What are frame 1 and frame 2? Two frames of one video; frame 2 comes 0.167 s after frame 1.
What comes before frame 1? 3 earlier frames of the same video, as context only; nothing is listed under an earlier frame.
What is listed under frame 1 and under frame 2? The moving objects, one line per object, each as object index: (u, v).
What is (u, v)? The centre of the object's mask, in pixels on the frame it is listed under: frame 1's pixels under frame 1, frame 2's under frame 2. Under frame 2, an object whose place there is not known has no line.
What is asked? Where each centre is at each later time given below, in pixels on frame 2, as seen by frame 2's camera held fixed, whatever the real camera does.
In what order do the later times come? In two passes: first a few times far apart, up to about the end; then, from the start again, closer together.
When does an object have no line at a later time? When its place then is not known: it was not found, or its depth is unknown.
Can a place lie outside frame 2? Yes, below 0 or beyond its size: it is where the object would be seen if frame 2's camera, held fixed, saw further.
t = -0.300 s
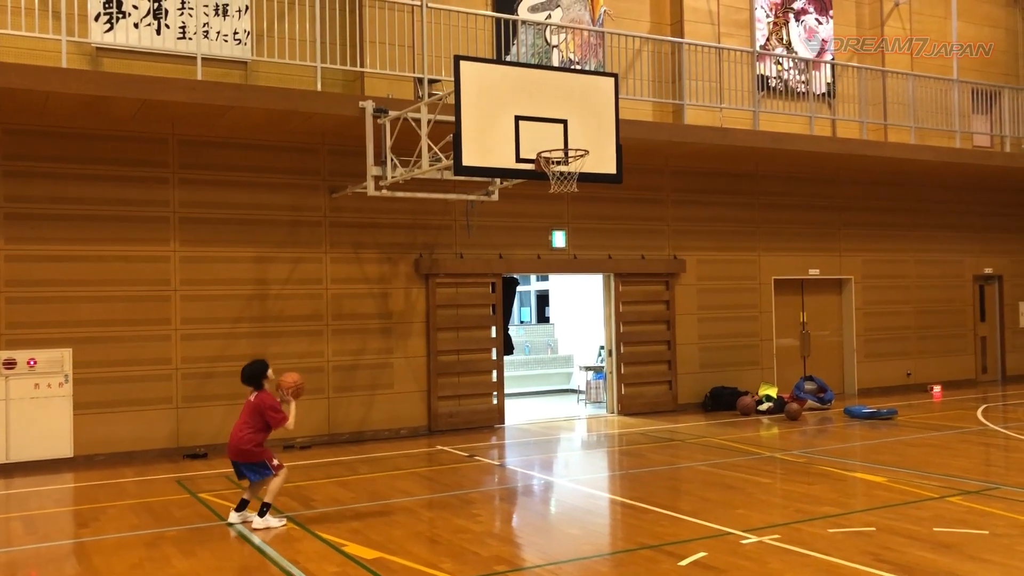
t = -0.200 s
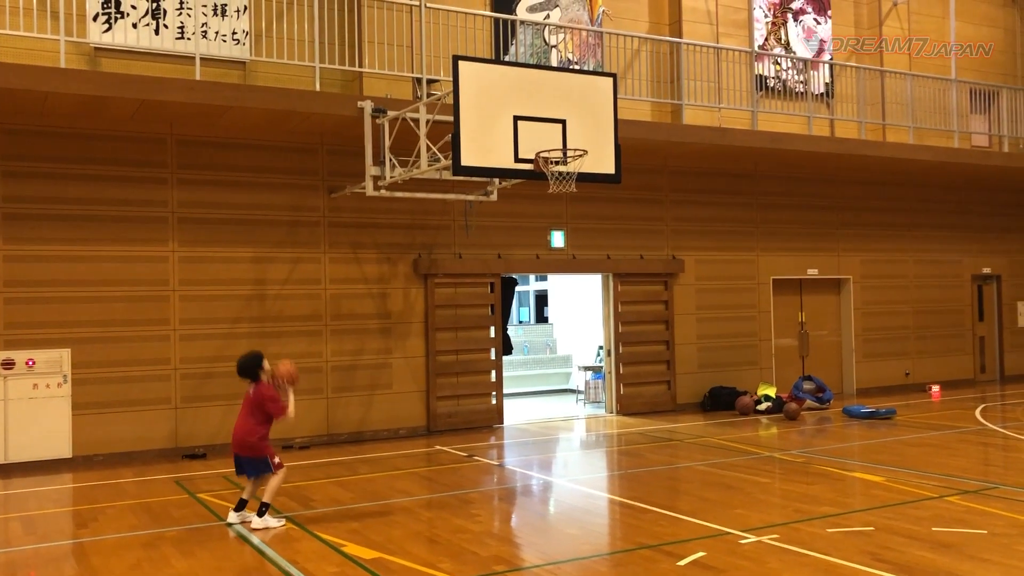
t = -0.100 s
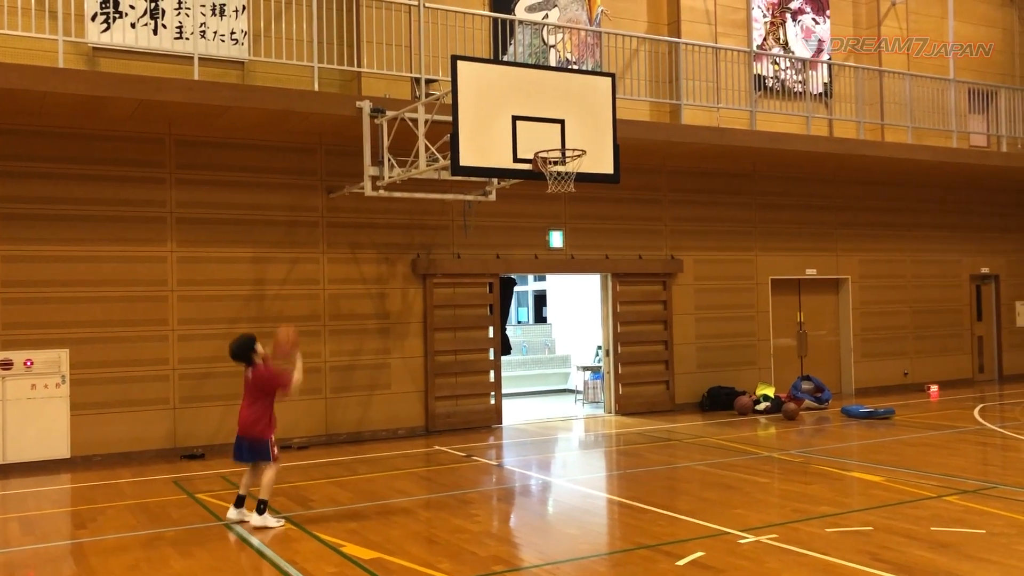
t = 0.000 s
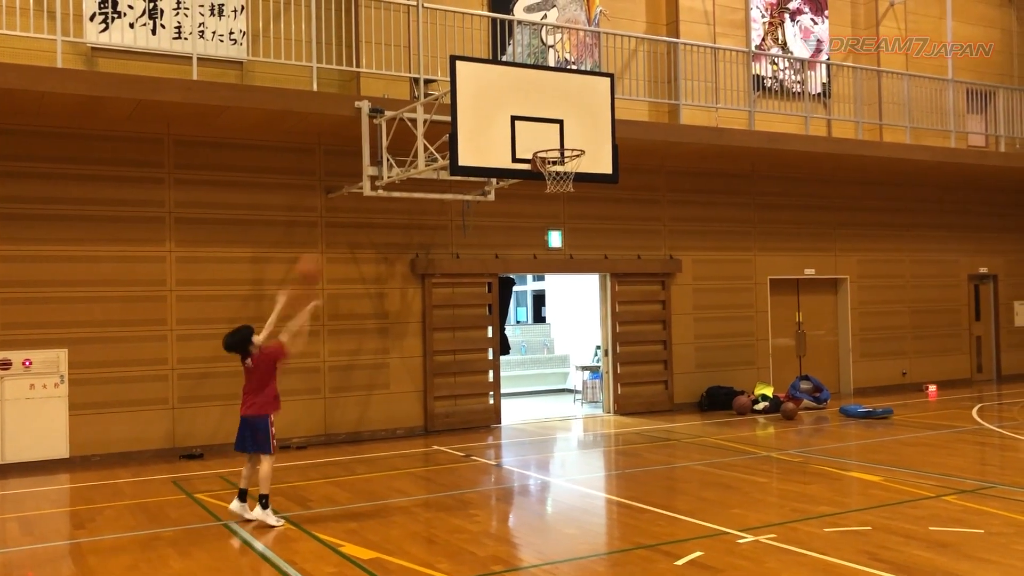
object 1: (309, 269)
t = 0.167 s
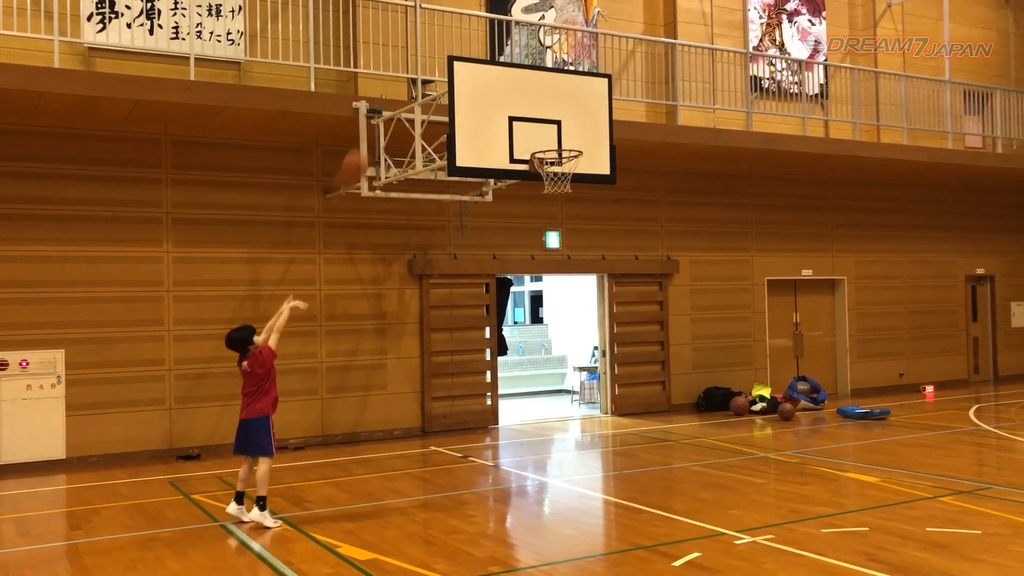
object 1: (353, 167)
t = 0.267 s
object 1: (382, 116)
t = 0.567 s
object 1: (463, 56)
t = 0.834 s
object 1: (530, 84)
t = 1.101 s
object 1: (556, 128)
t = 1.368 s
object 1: (497, 113)
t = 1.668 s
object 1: (433, 188)
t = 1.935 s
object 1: (377, 346)
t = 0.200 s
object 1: (362, 150)
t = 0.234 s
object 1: (374, 133)
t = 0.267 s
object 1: (382, 116)
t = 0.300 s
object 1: (392, 108)
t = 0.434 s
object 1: (429, 71)
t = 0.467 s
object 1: (437, 66)
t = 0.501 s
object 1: (446, 62)
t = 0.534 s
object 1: (454, 58)
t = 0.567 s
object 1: (463, 56)
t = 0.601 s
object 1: (471, 55)
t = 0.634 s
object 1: (481, 56)
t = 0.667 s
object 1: (488, 58)
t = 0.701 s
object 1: (497, 61)
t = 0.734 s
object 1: (505, 65)
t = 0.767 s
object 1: (514, 70)
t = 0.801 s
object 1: (522, 77)
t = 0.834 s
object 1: (530, 84)
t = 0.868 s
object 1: (538, 93)
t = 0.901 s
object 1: (546, 102)
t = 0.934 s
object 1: (554, 113)
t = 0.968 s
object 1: (562, 125)
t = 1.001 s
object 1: (571, 137)
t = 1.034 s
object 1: (571, 140)
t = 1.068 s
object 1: (563, 134)
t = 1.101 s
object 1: (556, 128)
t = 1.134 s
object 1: (549, 121)
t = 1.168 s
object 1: (541, 116)
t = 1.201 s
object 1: (534, 113)
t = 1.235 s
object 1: (527, 111)
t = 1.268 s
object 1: (520, 109)
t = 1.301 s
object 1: (512, 110)
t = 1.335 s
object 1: (505, 111)
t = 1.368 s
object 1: (497, 113)
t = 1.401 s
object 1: (491, 117)
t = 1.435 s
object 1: (483, 122)
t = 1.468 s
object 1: (476, 128)
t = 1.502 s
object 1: (469, 135)
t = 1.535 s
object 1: (461, 143)
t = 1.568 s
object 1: (454, 154)
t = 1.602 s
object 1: (447, 164)
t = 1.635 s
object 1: (440, 173)
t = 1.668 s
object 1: (433, 188)
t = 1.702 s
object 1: (426, 203)
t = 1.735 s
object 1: (418, 220)
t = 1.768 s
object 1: (411, 236)
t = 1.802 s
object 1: (404, 256)
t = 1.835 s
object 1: (396, 276)
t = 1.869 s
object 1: (390, 298)
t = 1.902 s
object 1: (382, 319)
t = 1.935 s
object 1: (377, 346)
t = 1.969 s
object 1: (369, 372)
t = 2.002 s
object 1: (361, 398)
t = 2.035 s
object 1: (354, 426)
